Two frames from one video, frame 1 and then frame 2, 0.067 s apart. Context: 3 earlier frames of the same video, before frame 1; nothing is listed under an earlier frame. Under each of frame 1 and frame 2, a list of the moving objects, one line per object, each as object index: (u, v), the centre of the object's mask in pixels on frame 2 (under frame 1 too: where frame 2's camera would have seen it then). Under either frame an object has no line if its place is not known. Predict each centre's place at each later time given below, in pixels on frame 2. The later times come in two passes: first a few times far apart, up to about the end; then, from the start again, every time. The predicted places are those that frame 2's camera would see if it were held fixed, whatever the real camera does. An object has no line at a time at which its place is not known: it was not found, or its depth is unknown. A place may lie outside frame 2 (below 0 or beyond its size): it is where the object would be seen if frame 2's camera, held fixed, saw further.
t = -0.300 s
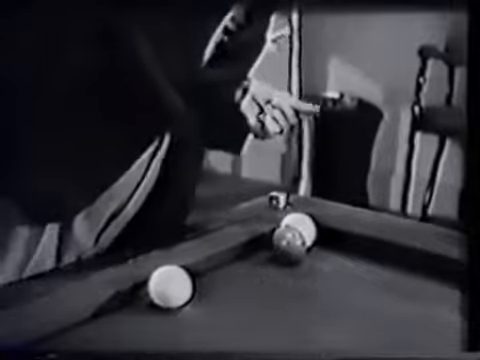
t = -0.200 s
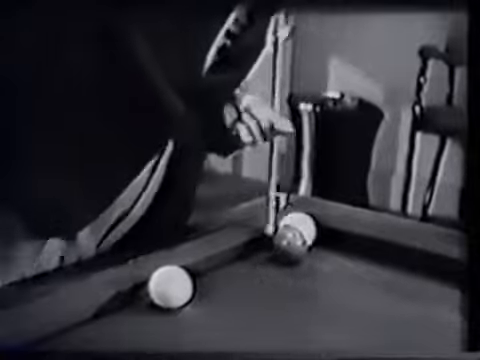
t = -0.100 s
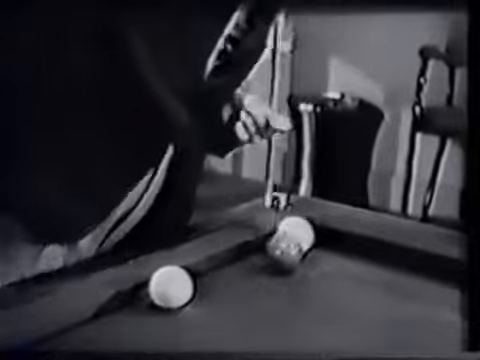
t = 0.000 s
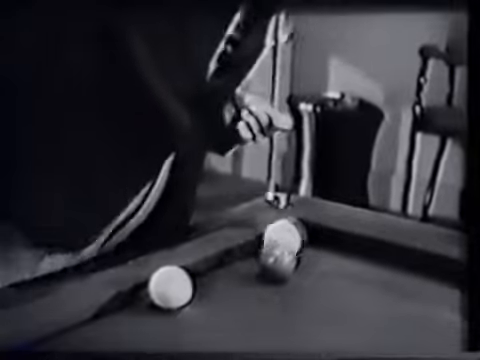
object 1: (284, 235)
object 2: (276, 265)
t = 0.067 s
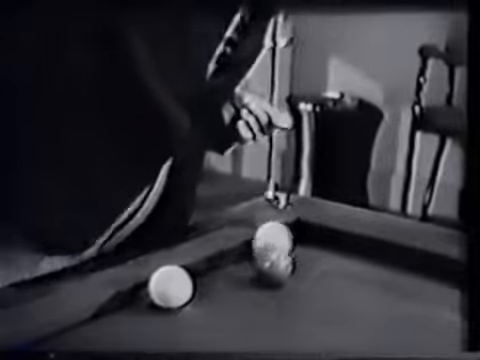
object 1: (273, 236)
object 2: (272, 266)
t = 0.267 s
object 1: (230, 260)
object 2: (262, 283)
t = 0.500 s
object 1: (188, 278)
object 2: (246, 301)
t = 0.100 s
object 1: (270, 240)
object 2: (270, 269)
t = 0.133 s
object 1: (263, 243)
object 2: (269, 273)
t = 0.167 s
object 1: (254, 247)
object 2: (267, 276)
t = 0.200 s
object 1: (243, 252)
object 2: (266, 278)
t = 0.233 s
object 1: (238, 254)
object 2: (263, 280)
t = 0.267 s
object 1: (230, 260)
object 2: (262, 283)
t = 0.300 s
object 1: (225, 263)
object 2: (260, 286)
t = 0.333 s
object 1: (215, 267)
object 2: (258, 289)
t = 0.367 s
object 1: (204, 269)
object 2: (256, 290)
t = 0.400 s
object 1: (202, 270)
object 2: (253, 292)
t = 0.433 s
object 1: (194, 273)
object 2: (250, 296)
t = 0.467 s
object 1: (191, 275)
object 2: (248, 298)
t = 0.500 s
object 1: (188, 278)
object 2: (246, 301)
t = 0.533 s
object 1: (186, 280)
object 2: (244, 303)
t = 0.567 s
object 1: (183, 282)
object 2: (243, 305)
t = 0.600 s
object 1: (182, 284)
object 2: (241, 308)
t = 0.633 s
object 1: (180, 285)
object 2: (240, 311)
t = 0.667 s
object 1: (178, 285)
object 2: (238, 312)
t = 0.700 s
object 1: (177, 284)
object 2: (237, 312)
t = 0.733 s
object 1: (176, 283)
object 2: (236, 312)
